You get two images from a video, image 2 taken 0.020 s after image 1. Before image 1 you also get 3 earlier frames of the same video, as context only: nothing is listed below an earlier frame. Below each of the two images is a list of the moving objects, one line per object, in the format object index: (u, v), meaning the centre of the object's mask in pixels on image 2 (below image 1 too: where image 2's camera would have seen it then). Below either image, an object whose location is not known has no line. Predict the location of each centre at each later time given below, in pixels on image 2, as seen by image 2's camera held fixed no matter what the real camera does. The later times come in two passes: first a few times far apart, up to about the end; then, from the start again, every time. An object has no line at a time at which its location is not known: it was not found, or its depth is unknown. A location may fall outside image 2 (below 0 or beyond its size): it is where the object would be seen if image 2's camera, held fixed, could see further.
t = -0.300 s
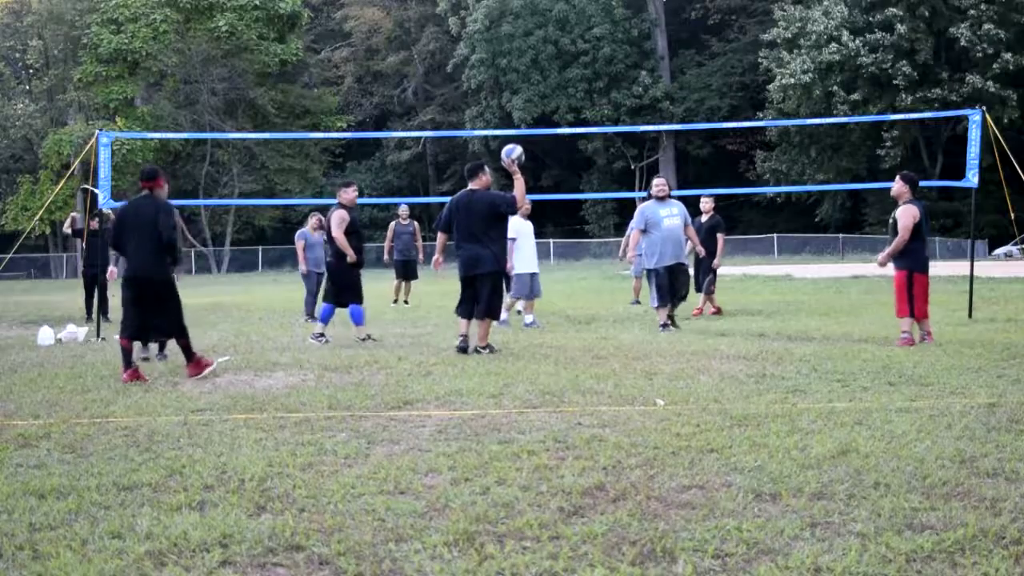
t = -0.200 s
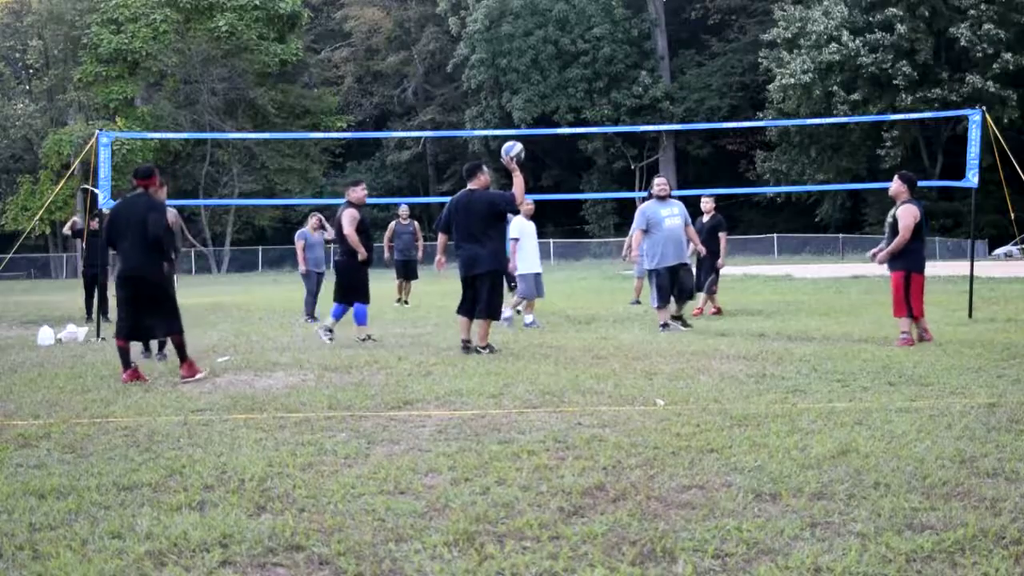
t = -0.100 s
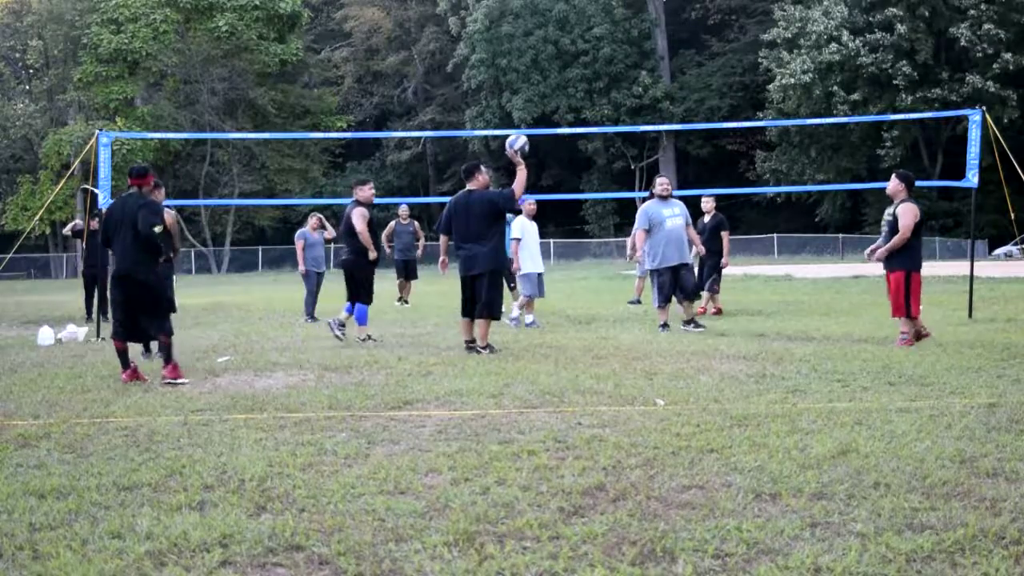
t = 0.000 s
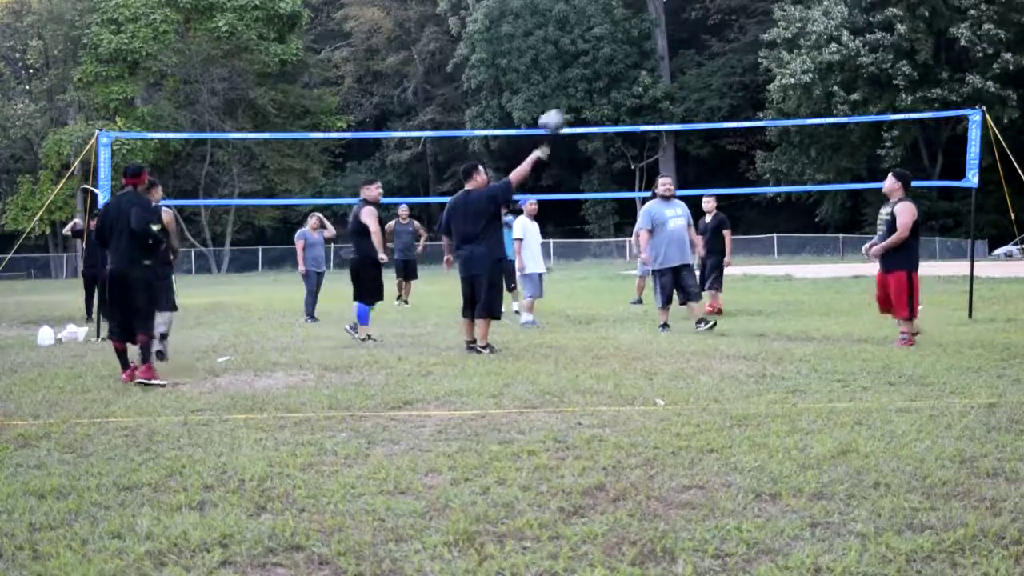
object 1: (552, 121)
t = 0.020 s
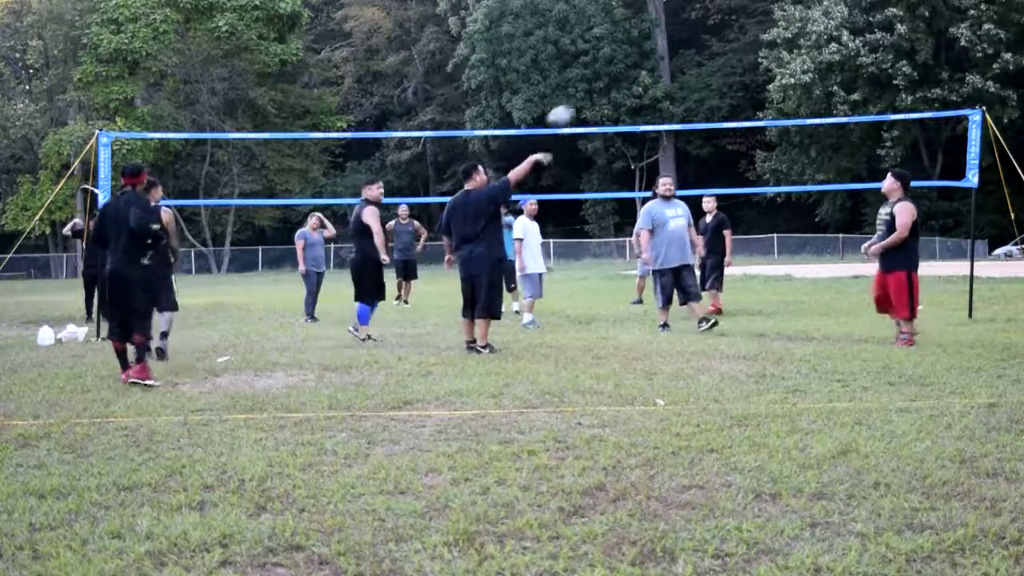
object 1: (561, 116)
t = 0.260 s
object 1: (671, 100)
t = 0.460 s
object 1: (763, 137)
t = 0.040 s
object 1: (571, 113)
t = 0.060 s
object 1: (579, 110)
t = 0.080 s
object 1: (588, 106)
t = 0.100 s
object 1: (596, 104)
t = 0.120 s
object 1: (608, 103)
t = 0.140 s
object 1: (615, 102)
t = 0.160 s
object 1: (625, 99)
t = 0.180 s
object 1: (633, 99)
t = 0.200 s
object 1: (643, 98)
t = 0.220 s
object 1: (653, 98)
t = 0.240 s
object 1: (661, 98)
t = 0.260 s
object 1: (671, 100)
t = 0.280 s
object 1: (680, 101)
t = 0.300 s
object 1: (689, 104)
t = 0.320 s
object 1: (698, 106)
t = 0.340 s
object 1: (707, 108)
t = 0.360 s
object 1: (716, 112)
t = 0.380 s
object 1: (725, 116)
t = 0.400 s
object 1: (735, 120)
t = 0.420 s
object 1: (743, 126)
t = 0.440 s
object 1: (753, 129)
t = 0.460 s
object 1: (763, 137)
